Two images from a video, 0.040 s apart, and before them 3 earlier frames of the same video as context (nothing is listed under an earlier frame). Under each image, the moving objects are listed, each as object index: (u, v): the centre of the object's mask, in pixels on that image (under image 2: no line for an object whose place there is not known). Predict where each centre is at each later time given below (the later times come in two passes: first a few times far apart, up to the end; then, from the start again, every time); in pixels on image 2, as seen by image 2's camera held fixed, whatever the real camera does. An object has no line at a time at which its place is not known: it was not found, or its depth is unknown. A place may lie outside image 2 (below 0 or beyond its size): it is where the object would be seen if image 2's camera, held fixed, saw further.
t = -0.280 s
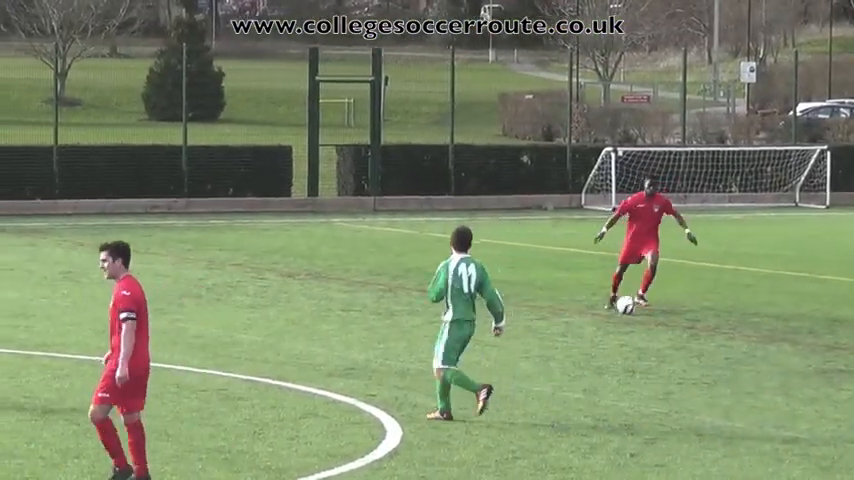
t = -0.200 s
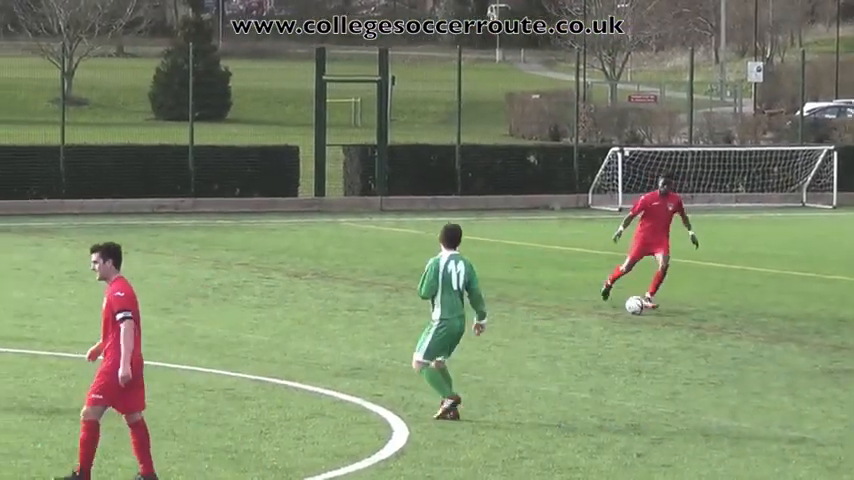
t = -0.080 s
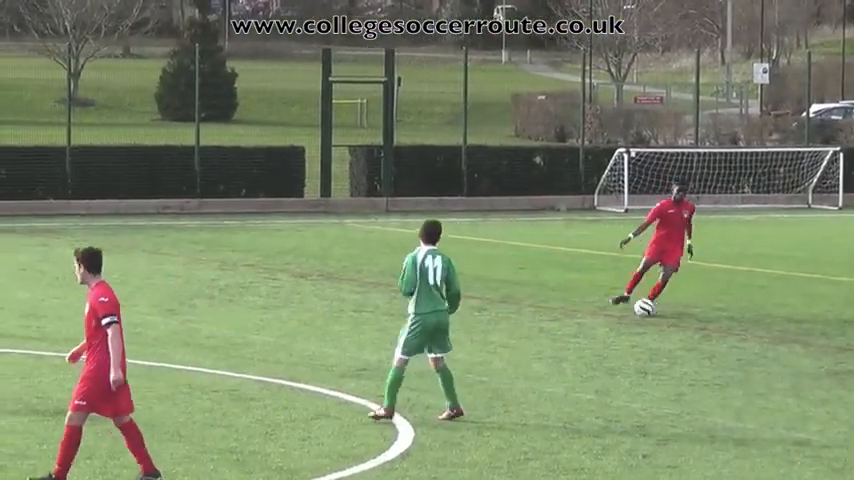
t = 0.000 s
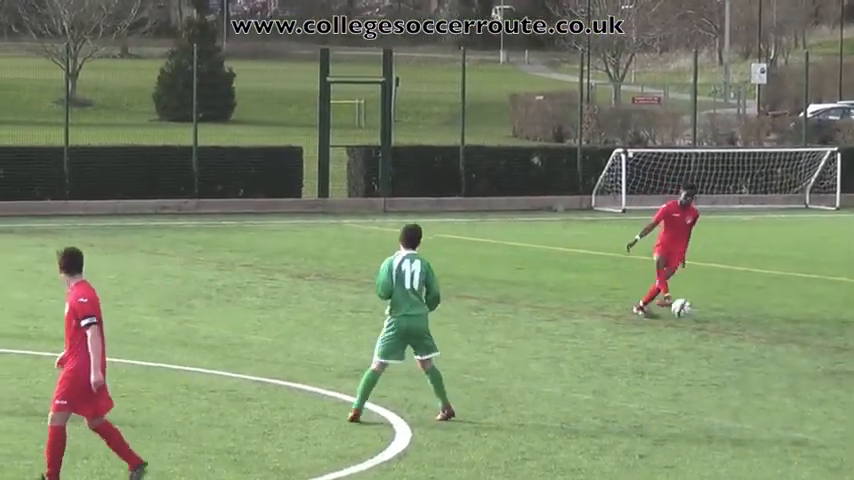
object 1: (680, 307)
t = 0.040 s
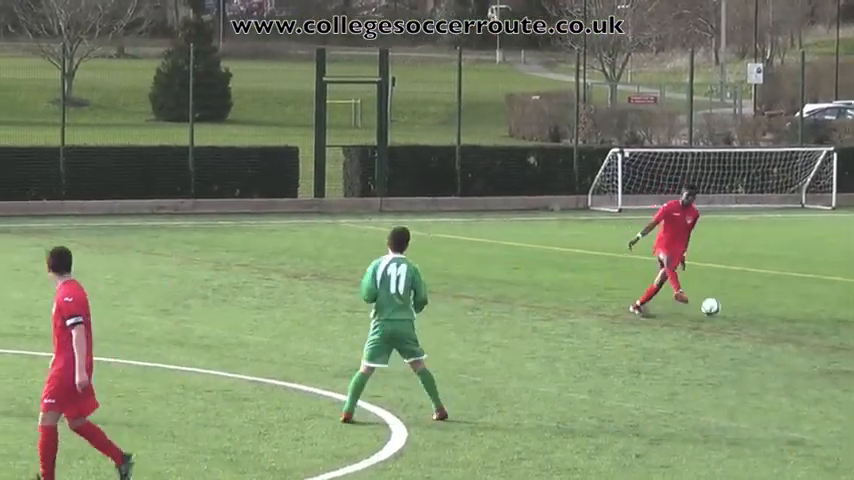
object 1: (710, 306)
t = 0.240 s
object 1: (891, 334)
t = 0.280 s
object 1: (926, 337)
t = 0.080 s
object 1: (745, 308)
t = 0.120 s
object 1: (780, 312)
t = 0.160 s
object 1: (816, 317)
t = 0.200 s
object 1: (853, 324)
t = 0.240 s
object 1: (891, 334)
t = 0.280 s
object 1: (926, 337)
